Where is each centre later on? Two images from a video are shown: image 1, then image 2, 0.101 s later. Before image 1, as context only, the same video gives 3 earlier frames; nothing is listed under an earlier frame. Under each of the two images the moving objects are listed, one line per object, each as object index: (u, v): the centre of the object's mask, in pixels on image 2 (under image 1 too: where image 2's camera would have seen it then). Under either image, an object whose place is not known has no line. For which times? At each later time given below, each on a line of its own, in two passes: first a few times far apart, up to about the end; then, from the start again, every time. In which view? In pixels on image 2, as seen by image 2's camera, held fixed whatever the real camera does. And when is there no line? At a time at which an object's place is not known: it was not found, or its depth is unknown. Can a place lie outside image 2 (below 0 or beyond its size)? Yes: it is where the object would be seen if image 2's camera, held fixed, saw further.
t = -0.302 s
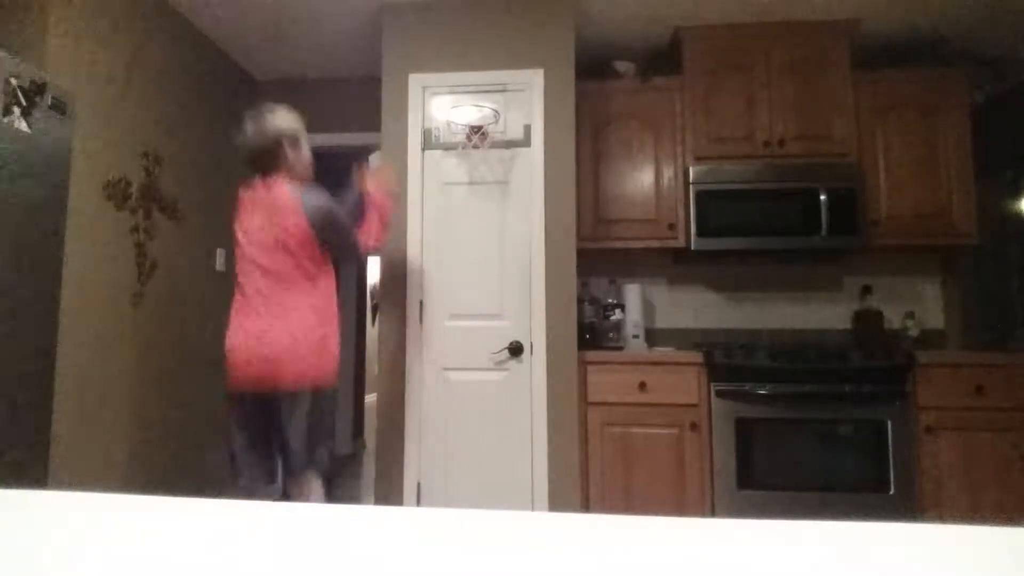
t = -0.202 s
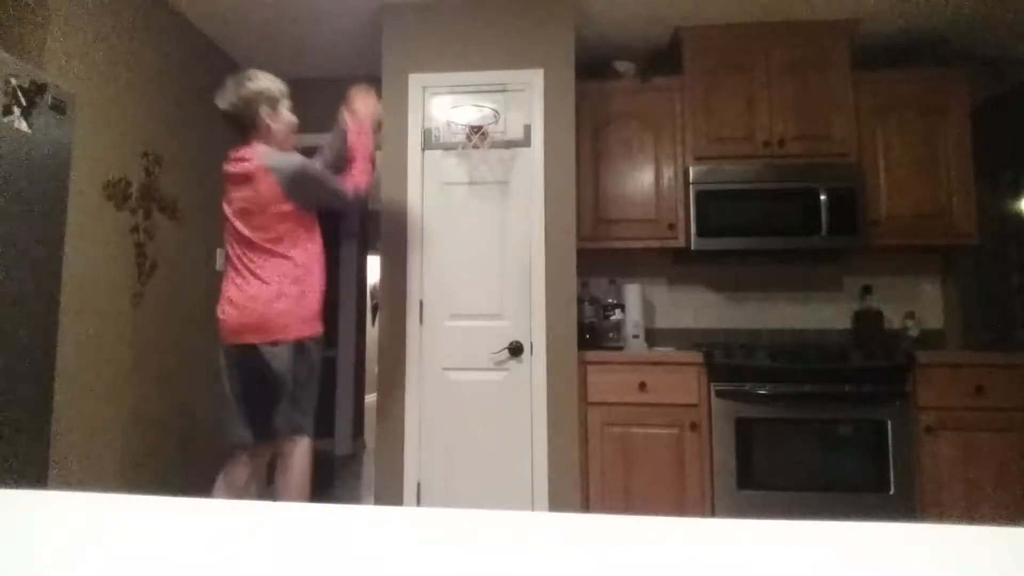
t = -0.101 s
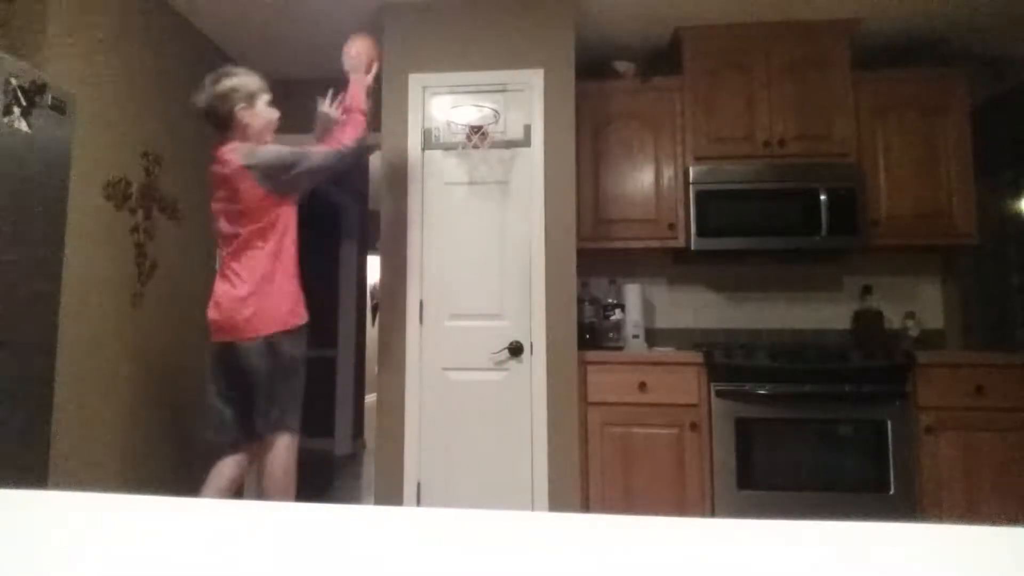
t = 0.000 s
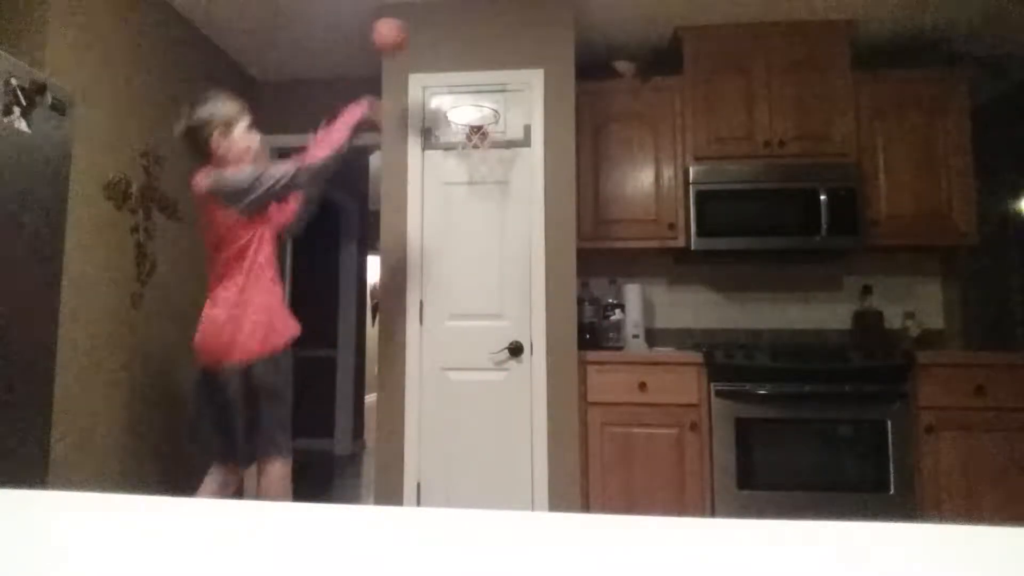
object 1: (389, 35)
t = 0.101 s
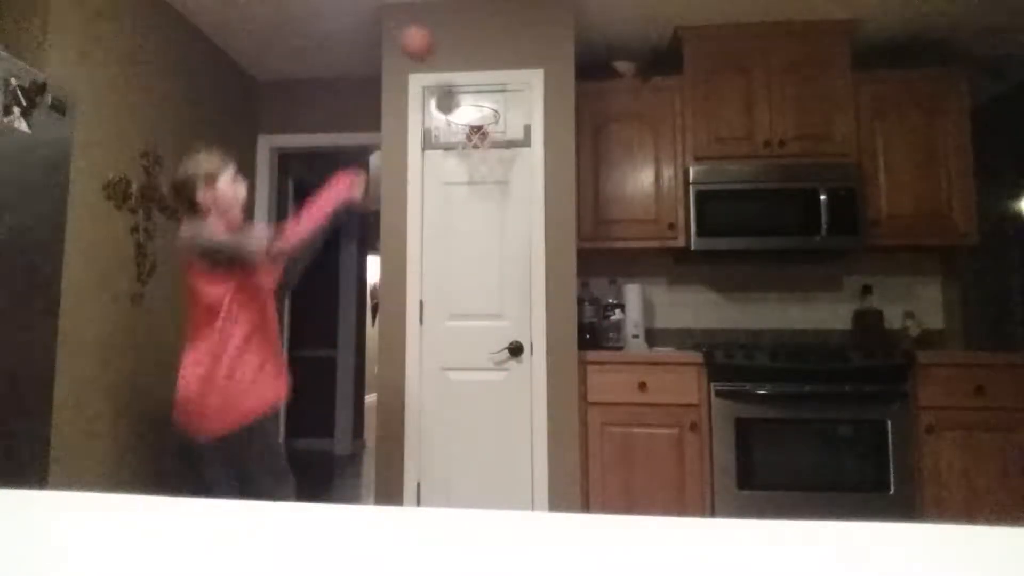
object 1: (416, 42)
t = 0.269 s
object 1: (460, 105)
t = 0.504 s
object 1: (483, 95)
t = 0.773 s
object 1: (466, 96)
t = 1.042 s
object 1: (452, 277)
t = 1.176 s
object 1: (443, 480)
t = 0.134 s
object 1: (425, 49)
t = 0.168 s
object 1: (434, 58)
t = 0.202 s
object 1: (443, 70)
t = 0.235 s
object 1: (451, 88)
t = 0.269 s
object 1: (460, 105)
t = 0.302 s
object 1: (466, 105)
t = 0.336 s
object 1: (477, 111)
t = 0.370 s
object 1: (482, 108)
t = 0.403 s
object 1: (486, 107)
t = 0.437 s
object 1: (487, 103)
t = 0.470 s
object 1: (485, 98)
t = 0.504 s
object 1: (483, 95)
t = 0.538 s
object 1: (480, 93)
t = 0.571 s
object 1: (477, 90)
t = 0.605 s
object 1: (474, 87)
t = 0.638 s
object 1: (472, 86)
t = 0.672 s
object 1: (470, 86)
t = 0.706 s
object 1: (468, 88)
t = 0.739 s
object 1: (467, 90)
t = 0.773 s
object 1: (466, 96)
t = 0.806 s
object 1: (465, 107)
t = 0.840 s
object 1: (464, 123)
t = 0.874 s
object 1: (462, 139)
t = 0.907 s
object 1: (461, 157)
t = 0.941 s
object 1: (459, 181)
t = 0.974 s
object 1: (456, 210)
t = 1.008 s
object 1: (454, 245)
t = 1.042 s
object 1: (452, 277)
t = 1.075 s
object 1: (449, 322)
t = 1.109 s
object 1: (446, 374)
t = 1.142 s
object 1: (445, 430)
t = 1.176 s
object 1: (443, 480)
